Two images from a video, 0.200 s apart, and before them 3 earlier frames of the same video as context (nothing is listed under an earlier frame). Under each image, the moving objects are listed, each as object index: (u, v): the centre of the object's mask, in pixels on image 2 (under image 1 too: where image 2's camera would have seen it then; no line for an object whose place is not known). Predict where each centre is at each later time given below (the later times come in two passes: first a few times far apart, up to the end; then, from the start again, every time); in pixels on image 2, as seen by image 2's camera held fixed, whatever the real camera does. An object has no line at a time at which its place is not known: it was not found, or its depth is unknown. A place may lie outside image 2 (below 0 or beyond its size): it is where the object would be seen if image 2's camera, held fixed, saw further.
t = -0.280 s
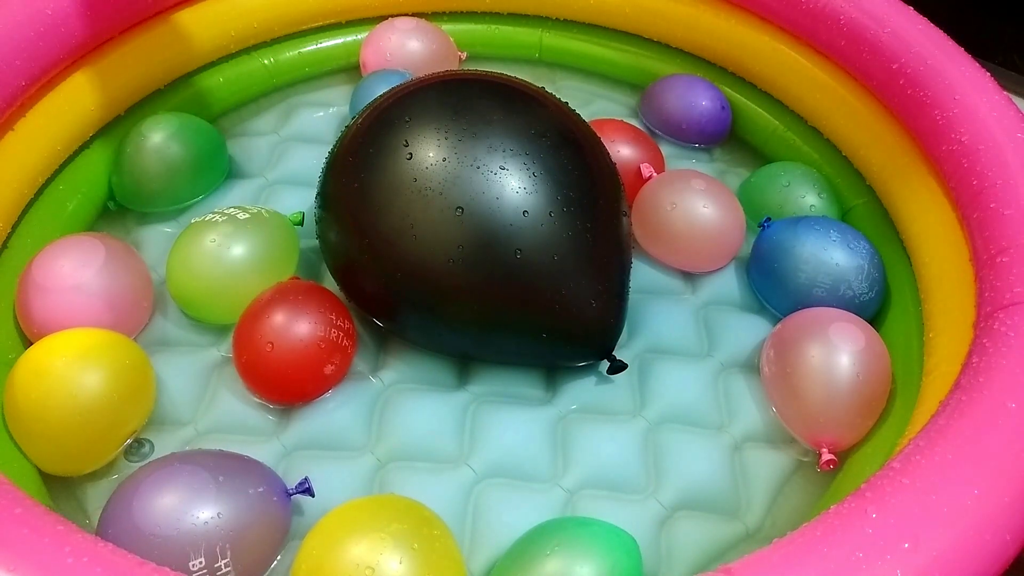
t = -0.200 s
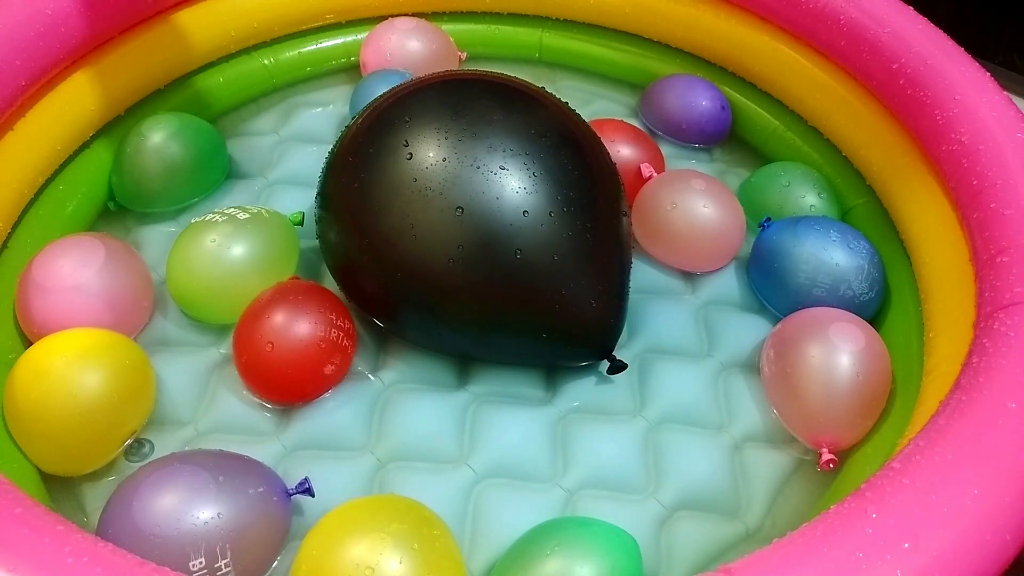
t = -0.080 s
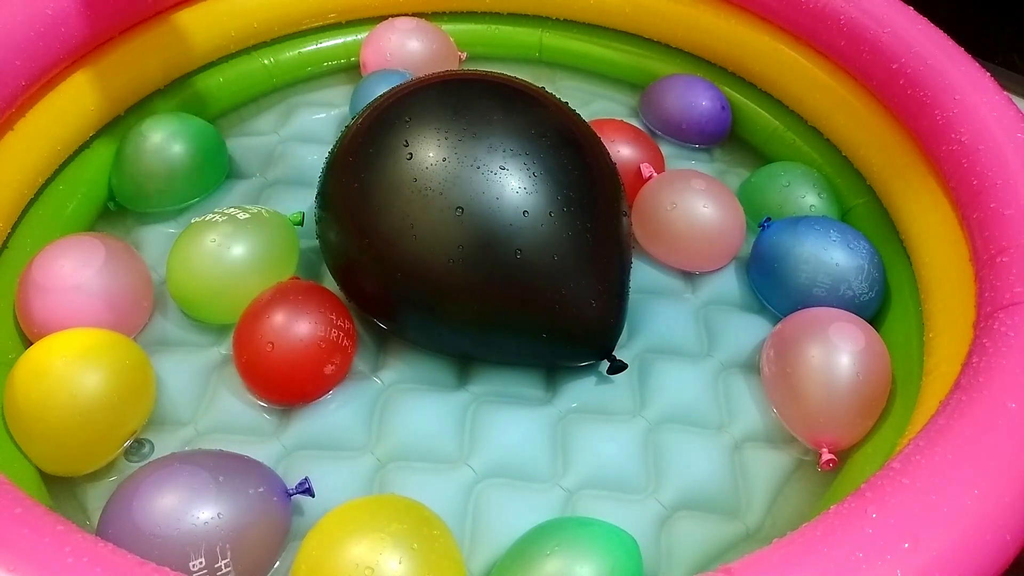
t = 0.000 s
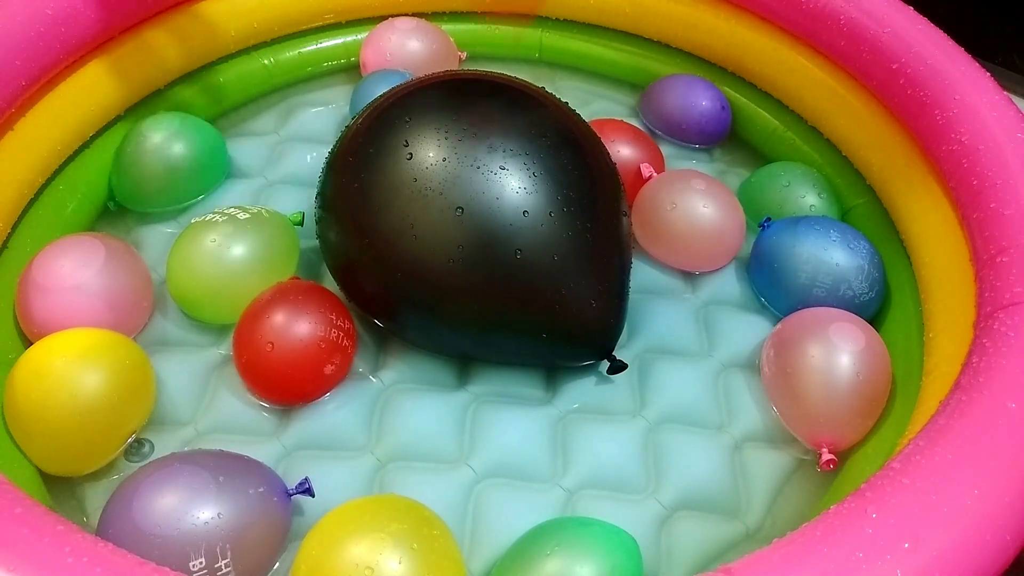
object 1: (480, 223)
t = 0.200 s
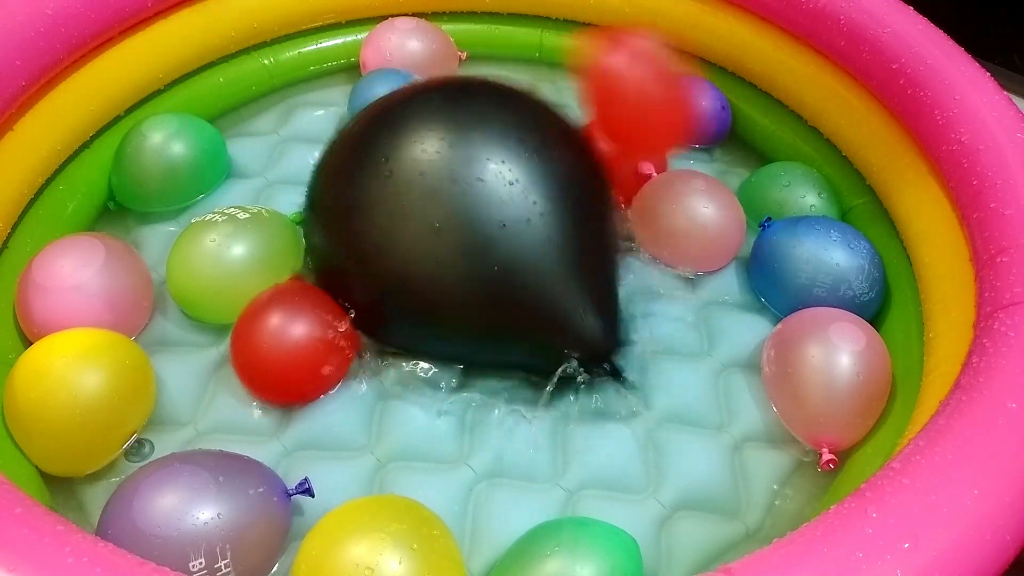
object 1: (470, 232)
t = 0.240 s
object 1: (465, 212)
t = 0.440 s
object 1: (469, 233)
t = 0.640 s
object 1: (483, 231)
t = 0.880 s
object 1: (481, 222)
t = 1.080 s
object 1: (476, 222)
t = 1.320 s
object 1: (477, 224)
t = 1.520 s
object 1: (478, 223)
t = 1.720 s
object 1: (478, 225)
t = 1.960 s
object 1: (472, 255)
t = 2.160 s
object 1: (470, 220)
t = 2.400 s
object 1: (473, 215)
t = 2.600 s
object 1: (466, 222)
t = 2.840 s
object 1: (468, 229)
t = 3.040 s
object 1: (480, 229)
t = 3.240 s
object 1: (478, 223)
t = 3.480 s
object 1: (474, 223)
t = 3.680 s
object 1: (477, 224)
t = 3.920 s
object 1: (477, 224)
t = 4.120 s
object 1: (475, 226)
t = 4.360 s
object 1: (476, 225)
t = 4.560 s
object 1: (477, 224)
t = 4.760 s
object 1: (476, 225)
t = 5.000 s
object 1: (476, 225)
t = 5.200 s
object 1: (476, 225)
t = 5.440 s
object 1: (476, 225)
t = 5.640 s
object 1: (477, 224)
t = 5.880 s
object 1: (476, 225)
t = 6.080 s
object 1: (476, 225)
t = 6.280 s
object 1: (477, 225)
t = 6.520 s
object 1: (476, 224)
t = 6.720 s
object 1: (476, 224)
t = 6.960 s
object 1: (476, 224)
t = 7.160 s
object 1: (477, 224)
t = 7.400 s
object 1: (477, 224)
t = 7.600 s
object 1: (476, 224)
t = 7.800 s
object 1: (476, 224)
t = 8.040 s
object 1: (476, 224)
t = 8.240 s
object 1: (477, 224)
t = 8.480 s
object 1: (476, 224)
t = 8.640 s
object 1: (476, 224)
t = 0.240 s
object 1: (465, 212)
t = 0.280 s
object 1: (464, 214)
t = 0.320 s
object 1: (462, 218)
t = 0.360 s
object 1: (465, 227)
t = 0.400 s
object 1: (468, 236)
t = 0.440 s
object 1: (469, 233)
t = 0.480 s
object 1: (470, 227)
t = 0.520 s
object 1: (473, 222)
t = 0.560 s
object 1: (476, 220)
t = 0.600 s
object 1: (479, 223)
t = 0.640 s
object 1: (483, 231)
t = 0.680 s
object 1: (485, 230)
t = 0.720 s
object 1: (485, 225)
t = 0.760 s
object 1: (483, 222)
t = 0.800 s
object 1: (483, 218)
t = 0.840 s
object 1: (481, 218)
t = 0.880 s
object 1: (481, 222)
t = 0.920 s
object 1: (480, 226)
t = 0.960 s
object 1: (478, 225)
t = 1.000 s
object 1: (477, 224)
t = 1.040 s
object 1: (476, 221)
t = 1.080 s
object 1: (476, 222)
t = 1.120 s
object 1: (476, 224)
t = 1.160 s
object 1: (477, 227)
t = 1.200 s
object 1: (476, 229)
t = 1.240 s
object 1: (476, 230)
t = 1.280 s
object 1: (476, 226)
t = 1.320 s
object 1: (477, 224)
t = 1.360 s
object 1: (477, 224)
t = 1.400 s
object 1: (478, 224)
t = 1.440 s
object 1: (478, 225)
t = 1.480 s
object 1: (478, 225)
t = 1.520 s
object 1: (478, 223)
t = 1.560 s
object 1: (478, 222)
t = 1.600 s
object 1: (479, 222)
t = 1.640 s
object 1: (479, 222)
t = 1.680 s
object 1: (479, 225)
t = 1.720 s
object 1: (478, 225)
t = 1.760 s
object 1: (478, 225)
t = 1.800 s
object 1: (478, 225)
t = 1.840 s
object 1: (478, 224)
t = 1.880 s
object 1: (476, 241)
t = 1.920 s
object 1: (472, 247)
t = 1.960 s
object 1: (472, 255)
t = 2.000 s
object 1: (473, 249)
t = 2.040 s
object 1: (470, 231)
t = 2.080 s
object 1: (471, 216)
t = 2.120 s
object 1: (471, 215)
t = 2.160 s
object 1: (470, 220)
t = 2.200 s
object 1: (474, 228)
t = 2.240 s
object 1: (474, 236)
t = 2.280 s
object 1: (474, 235)
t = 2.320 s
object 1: (470, 221)
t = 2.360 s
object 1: (472, 217)
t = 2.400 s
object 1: (473, 215)
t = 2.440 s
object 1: (470, 219)
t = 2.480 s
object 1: (469, 224)
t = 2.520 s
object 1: (468, 229)
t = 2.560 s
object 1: (467, 226)
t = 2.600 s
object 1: (466, 222)
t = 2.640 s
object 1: (466, 218)
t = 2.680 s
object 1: (465, 218)
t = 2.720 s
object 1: (466, 227)
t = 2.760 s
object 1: (466, 229)
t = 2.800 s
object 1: (467, 230)
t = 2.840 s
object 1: (468, 229)
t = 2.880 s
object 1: (470, 226)
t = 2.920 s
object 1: (475, 224)
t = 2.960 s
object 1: (476, 225)
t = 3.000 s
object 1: (478, 227)
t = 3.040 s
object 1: (480, 229)
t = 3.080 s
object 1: (480, 228)
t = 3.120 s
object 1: (480, 223)
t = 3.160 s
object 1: (480, 222)
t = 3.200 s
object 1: (479, 222)
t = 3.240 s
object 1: (478, 223)
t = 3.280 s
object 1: (477, 225)
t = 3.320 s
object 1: (475, 226)
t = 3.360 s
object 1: (474, 224)
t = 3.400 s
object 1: (473, 223)
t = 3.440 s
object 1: (474, 223)
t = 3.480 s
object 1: (474, 223)
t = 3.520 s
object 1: (474, 225)
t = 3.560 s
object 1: (475, 227)
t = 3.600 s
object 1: (476, 227)
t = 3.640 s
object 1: (477, 226)
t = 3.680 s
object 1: (477, 224)
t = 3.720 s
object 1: (477, 224)
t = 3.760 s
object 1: (478, 224)
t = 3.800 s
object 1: (478, 225)
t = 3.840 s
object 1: (478, 225)
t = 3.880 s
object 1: (478, 224)
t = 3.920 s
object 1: (477, 224)
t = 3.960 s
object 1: (476, 224)
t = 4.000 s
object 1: (476, 224)
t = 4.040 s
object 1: (475, 225)
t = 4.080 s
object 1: (475, 225)
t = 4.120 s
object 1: (475, 226)
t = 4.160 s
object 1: (476, 225)
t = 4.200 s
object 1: (476, 225)
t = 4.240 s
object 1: (476, 225)
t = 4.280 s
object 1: (476, 225)
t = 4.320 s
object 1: (476, 225)
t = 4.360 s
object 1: (476, 225)
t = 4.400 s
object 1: (477, 225)
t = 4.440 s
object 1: (477, 224)
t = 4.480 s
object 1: (477, 224)
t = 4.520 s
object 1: (477, 224)
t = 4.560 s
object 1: (477, 224)
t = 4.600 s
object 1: (477, 224)
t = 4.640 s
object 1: (477, 225)
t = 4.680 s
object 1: (476, 225)
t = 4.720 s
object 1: (476, 225)
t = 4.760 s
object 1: (476, 225)
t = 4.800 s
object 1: (476, 225)
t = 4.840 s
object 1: (476, 225)
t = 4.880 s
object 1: (476, 225)
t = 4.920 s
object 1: (476, 225)
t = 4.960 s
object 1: (476, 225)
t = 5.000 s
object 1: (476, 225)
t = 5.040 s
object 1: (476, 225)
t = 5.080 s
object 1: (476, 225)
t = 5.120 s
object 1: (476, 224)
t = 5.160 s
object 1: (476, 225)
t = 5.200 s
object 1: (476, 225)
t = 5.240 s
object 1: (477, 224)
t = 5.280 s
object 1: (476, 225)
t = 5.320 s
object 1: (476, 225)
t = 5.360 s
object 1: (476, 225)
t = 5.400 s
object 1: (476, 225)
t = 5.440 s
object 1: (476, 225)
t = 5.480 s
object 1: (476, 225)
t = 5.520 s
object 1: (476, 225)
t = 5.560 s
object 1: (476, 225)
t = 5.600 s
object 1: (476, 224)
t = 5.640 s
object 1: (477, 224)
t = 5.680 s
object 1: (476, 224)
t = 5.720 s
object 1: (476, 224)
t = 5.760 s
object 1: (476, 224)
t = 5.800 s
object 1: (476, 224)
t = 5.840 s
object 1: (476, 225)
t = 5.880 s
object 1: (476, 225)
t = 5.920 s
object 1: (476, 225)
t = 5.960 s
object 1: (476, 225)
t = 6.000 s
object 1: (476, 225)
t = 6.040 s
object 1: (476, 225)
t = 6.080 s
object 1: (476, 225)
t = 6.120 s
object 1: (476, 225)
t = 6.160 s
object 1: (476, 225)
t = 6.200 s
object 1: (476, 225)
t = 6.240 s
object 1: (476, 225)
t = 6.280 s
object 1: (477, 225)
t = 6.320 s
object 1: (476, 224)
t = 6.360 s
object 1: (476, 224)
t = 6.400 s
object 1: (477, 224)
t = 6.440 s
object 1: (477, 224)
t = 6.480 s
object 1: (476, 224)
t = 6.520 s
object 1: (476, 224)
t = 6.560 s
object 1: (476, 224)
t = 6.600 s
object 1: (476, 224)
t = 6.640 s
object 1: (476, 224)
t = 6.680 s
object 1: (476, 224)
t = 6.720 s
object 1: (476, 224)
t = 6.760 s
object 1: (476, 224)
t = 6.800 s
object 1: (476, 224)
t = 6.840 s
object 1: (476, 224)
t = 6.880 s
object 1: (476, 224)
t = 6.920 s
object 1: (477, 224)
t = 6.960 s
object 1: (476, 224)
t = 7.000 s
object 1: (476, 224)
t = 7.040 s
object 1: (476, 224)
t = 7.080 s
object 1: (476, 224)
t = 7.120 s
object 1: (476, 224)
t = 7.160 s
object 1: (477, 224)
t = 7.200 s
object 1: (476, 224)
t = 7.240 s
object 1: (476, 224)
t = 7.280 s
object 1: (476, 224)
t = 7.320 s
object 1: (476, 224)
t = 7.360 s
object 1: (477, 224)
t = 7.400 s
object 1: (477, 224)
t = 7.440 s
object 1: (476, 224)
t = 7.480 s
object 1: (477, 224)
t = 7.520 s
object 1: (476, 224)
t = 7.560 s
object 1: (476, 224)
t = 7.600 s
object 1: (476, 224)
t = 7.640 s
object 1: (476, 224)
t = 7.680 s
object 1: (476, 224)
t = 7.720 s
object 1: (476, 224)
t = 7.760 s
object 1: (476, 224)
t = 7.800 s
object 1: (476, 224)
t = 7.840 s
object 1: (476, 224)
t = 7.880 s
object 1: (476, 224)
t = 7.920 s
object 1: (477, 224)
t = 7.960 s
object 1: (476, 224)
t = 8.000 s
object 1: (476, 224)
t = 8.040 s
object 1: (476, 224)
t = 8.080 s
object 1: (477, 224)
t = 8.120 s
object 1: (477, 224)
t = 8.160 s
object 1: (477, 224)
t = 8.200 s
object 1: (477, 224)
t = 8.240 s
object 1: (477, 224)
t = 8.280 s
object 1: (477, 224)
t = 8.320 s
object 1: (477, 224)
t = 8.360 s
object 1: (477, 224)
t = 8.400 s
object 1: (477, 224)
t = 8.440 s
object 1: (476, 224)
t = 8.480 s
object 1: (476, 224)
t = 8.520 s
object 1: (476, 224)
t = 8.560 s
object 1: (476, 224)
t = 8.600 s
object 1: (476, 224)
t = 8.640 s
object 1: (476, 224)
